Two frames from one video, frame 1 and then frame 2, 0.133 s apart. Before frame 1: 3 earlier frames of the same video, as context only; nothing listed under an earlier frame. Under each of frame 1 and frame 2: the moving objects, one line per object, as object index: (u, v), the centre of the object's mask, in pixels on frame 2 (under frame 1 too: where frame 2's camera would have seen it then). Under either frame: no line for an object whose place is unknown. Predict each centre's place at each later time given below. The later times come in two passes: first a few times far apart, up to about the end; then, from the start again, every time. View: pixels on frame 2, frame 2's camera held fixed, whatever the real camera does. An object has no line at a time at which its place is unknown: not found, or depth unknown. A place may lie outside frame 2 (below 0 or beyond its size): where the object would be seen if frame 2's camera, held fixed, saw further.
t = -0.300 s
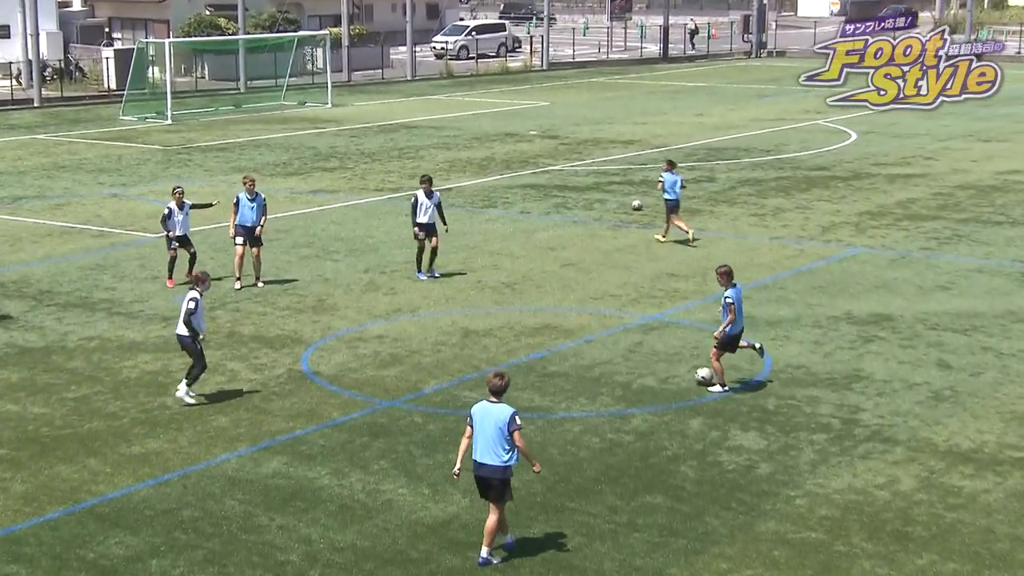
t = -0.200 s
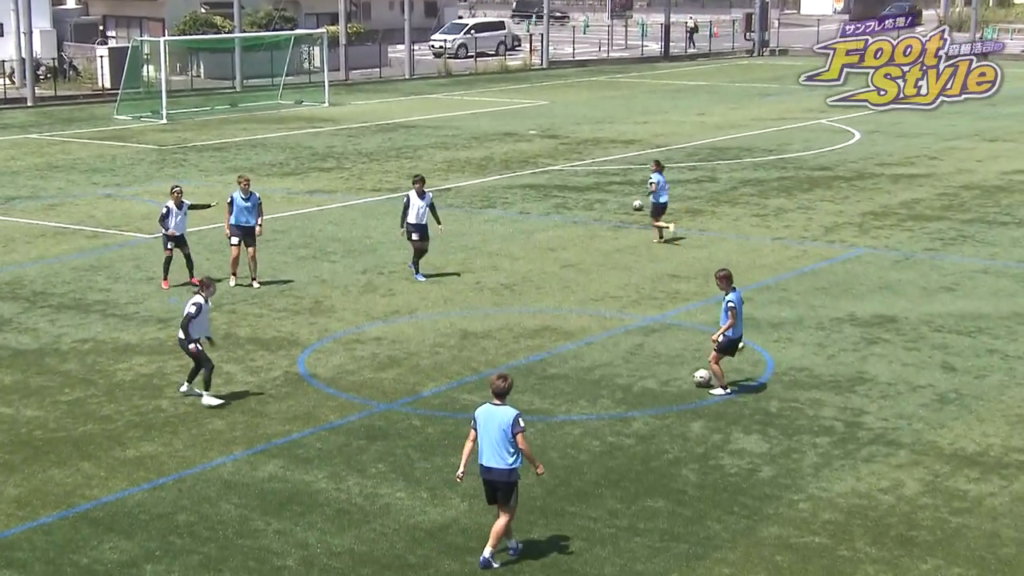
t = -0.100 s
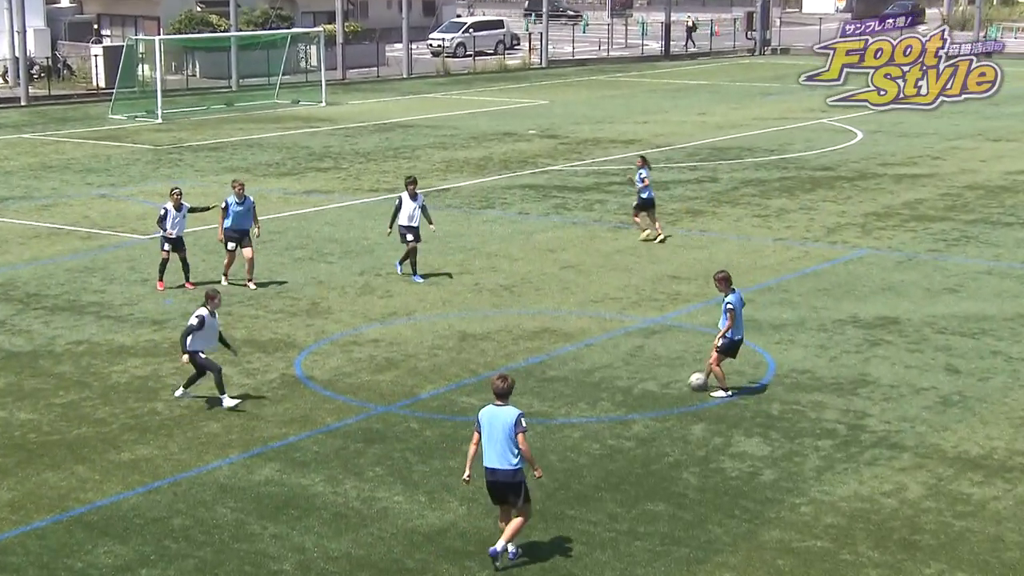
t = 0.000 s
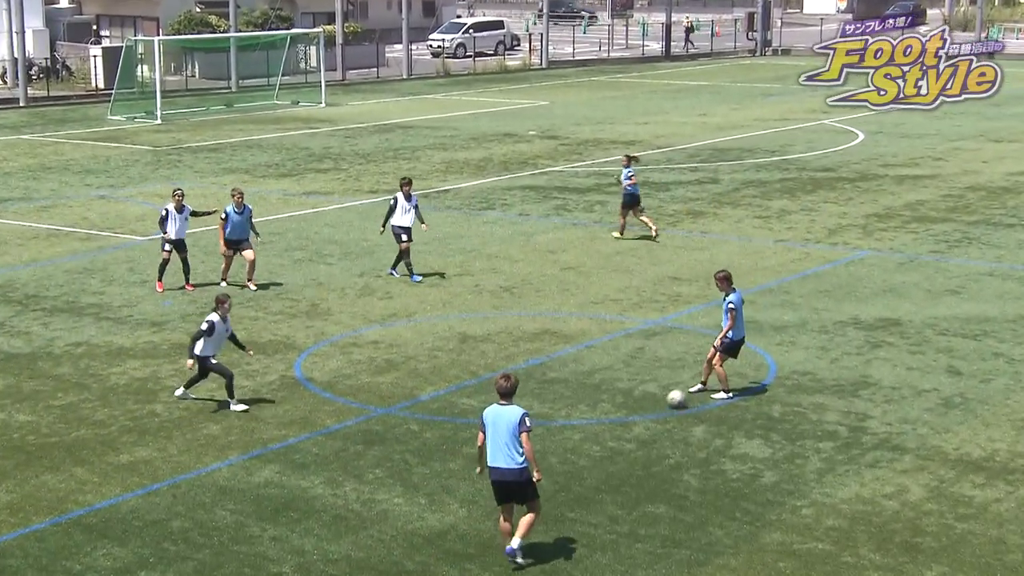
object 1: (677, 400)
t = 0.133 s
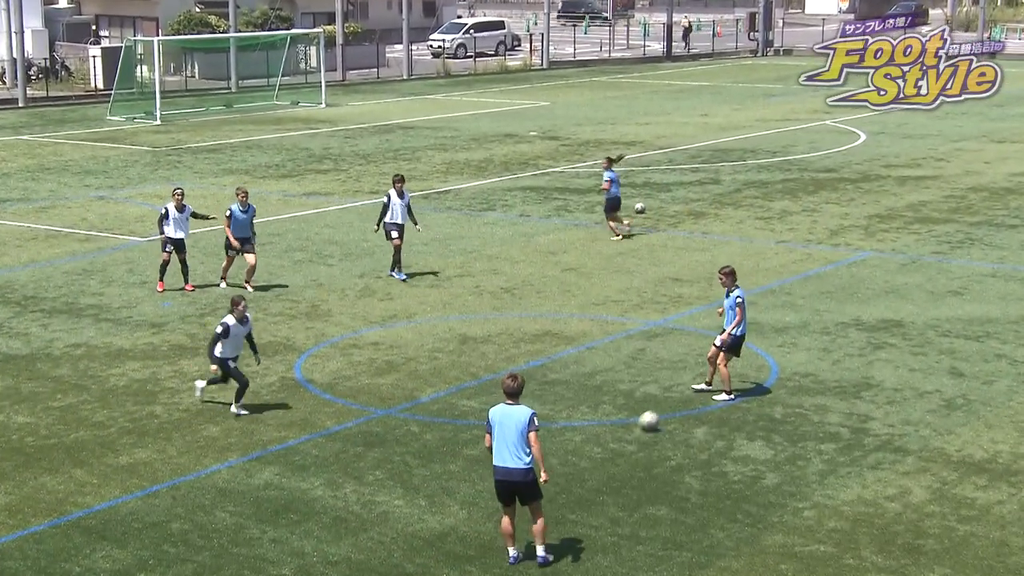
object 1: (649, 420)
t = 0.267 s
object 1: (621, 441)
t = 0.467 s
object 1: (581, 472)
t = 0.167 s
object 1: (642, 427)
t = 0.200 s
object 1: (635, 432)
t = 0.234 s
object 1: (629, 437)
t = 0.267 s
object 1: (621, 441)
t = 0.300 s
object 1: (615, 448)
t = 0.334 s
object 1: (608, 453)
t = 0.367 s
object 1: (601, 457)
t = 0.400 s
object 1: (594, 462)
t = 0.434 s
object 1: (587, 466)
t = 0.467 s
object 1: (581, 472)
